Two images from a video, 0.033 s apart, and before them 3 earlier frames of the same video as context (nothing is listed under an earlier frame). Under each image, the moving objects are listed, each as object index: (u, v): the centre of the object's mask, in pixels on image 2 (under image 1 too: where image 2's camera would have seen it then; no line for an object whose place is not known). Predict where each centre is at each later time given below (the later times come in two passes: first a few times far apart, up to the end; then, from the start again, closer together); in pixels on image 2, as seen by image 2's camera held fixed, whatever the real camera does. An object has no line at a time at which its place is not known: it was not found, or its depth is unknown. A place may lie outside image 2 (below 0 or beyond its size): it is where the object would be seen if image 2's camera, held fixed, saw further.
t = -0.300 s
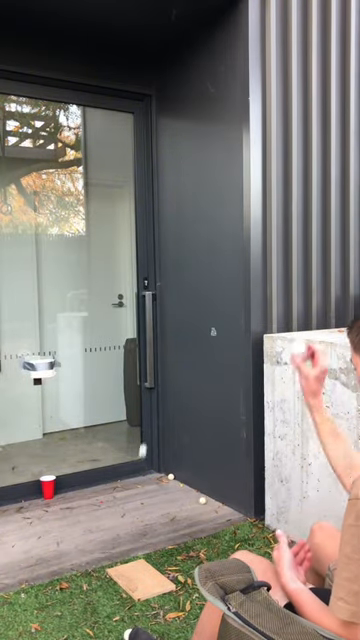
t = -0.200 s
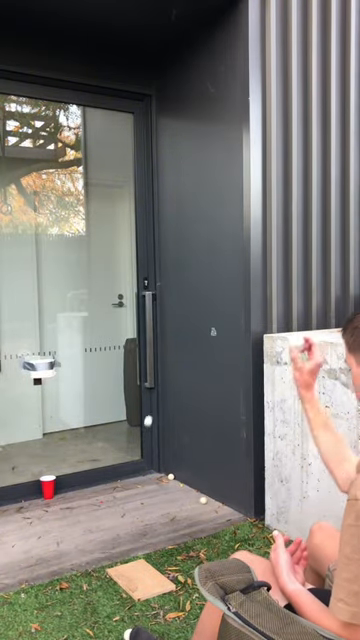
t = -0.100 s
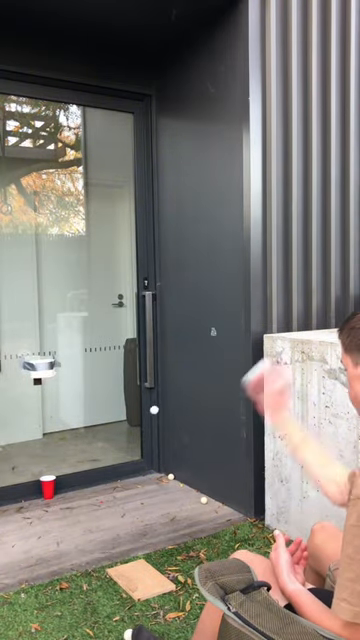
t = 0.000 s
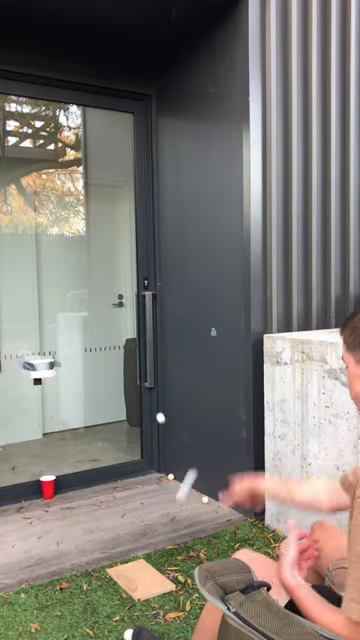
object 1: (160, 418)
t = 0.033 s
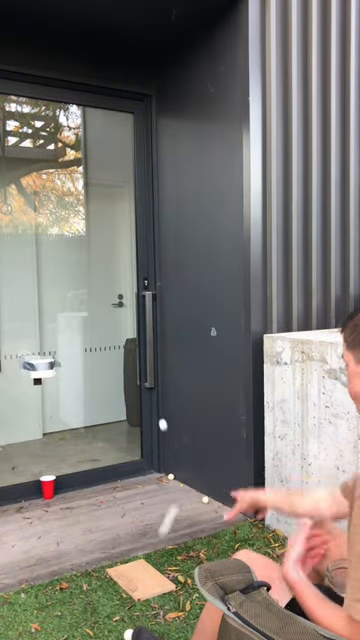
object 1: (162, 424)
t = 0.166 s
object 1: (171, 472)
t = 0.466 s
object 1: (190, 460)
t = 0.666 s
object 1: (203, 463)
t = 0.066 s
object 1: (165, 433)
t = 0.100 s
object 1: (167, 445)
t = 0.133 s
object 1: (169, 458)
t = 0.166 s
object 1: (171, 472)
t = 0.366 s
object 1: (184, 490)
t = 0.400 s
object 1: (186, 477)
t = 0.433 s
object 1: (188, 468)
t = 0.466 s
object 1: (190, 460)
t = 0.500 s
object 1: (192, 456)
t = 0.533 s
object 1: (194, 453)
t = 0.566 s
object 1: (196, 452)
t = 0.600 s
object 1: (199, 453)
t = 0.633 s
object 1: (201, 457)
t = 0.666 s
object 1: (203, 463)
